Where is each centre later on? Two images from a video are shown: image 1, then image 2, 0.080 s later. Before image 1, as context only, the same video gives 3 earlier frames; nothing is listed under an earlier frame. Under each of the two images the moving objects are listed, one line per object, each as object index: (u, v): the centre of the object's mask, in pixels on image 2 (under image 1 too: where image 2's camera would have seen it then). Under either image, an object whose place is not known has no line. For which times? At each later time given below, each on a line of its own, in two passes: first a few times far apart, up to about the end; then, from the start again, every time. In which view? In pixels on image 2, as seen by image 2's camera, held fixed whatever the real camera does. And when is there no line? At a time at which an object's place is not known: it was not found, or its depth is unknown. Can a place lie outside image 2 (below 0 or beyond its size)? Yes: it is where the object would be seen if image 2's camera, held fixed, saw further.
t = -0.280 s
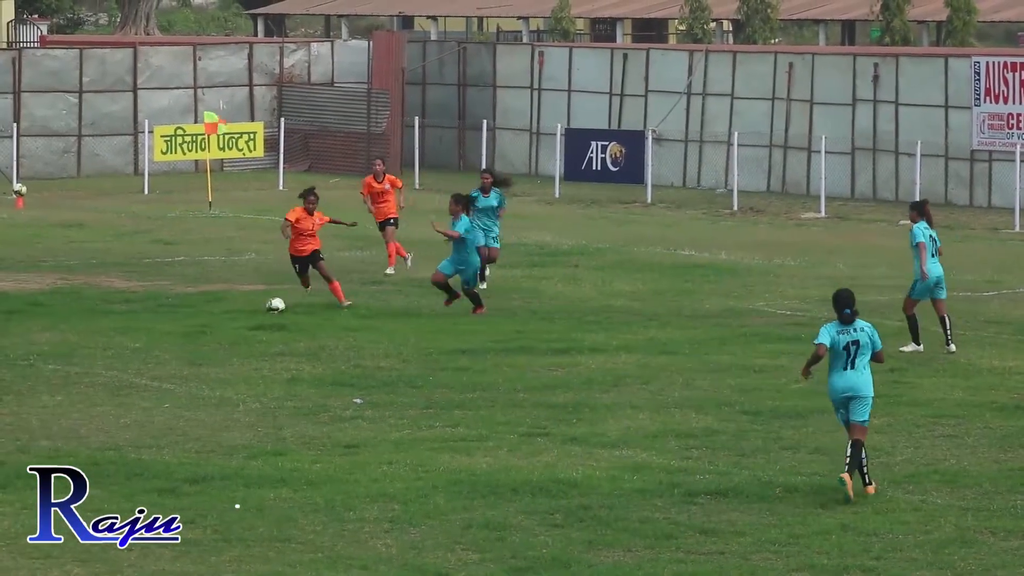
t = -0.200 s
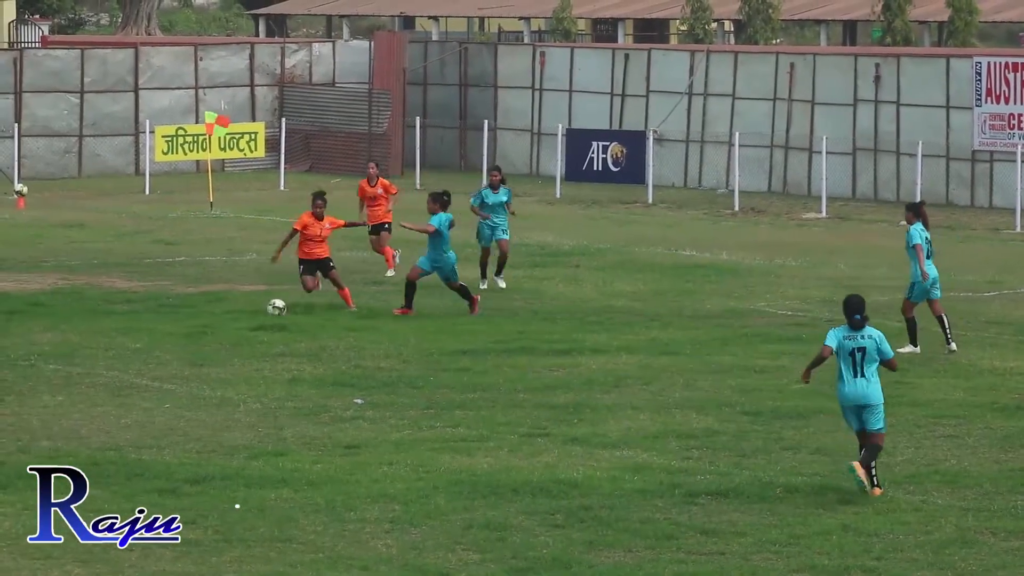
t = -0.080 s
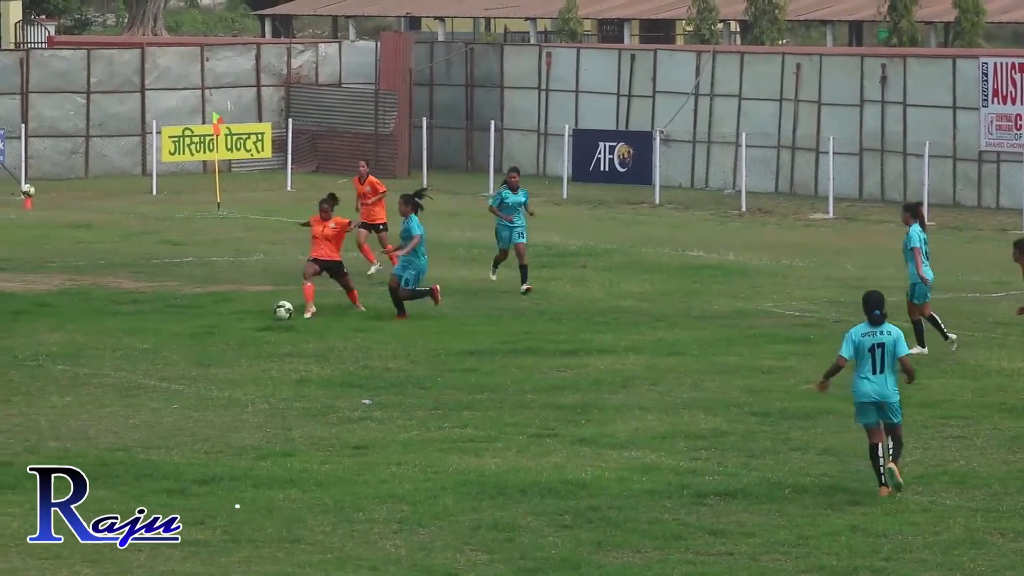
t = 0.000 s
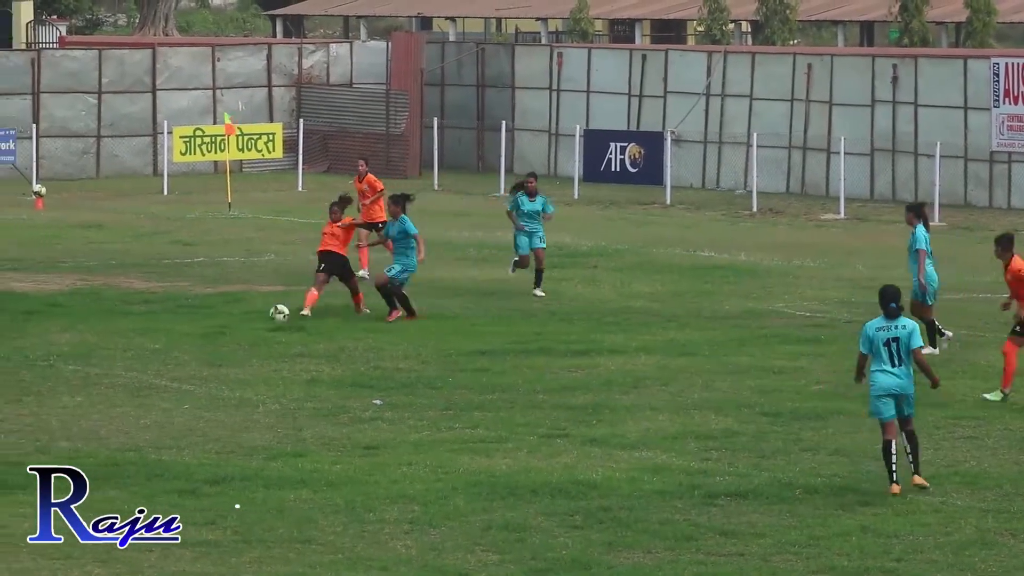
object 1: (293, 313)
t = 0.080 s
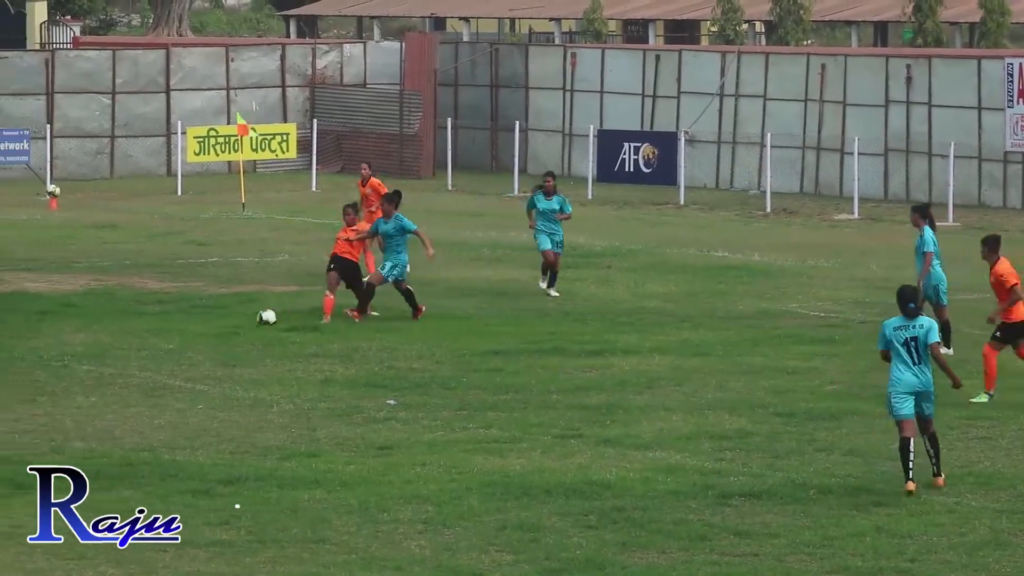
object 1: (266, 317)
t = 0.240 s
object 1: (219, 323)
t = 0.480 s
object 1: (160, 333)
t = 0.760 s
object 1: (97, 346)
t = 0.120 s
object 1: (256, 317)
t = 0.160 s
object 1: (243, 317)
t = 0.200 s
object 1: (231, 319)
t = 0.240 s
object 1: (219, 323)
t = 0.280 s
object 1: (208, 326)
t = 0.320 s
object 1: (196, 329)
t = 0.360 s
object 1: (187, 329)
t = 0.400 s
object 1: (179, 327)
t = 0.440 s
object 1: (169, 329)
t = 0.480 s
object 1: (160, 333)
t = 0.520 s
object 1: (152, 336)
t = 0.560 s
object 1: (141, 340)
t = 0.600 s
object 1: (133, 340)
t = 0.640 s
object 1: (124, 338)
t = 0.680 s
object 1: (115, 340)
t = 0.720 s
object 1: (106, 343)
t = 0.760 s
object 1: (97, 346)
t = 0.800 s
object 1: (87, 347)
